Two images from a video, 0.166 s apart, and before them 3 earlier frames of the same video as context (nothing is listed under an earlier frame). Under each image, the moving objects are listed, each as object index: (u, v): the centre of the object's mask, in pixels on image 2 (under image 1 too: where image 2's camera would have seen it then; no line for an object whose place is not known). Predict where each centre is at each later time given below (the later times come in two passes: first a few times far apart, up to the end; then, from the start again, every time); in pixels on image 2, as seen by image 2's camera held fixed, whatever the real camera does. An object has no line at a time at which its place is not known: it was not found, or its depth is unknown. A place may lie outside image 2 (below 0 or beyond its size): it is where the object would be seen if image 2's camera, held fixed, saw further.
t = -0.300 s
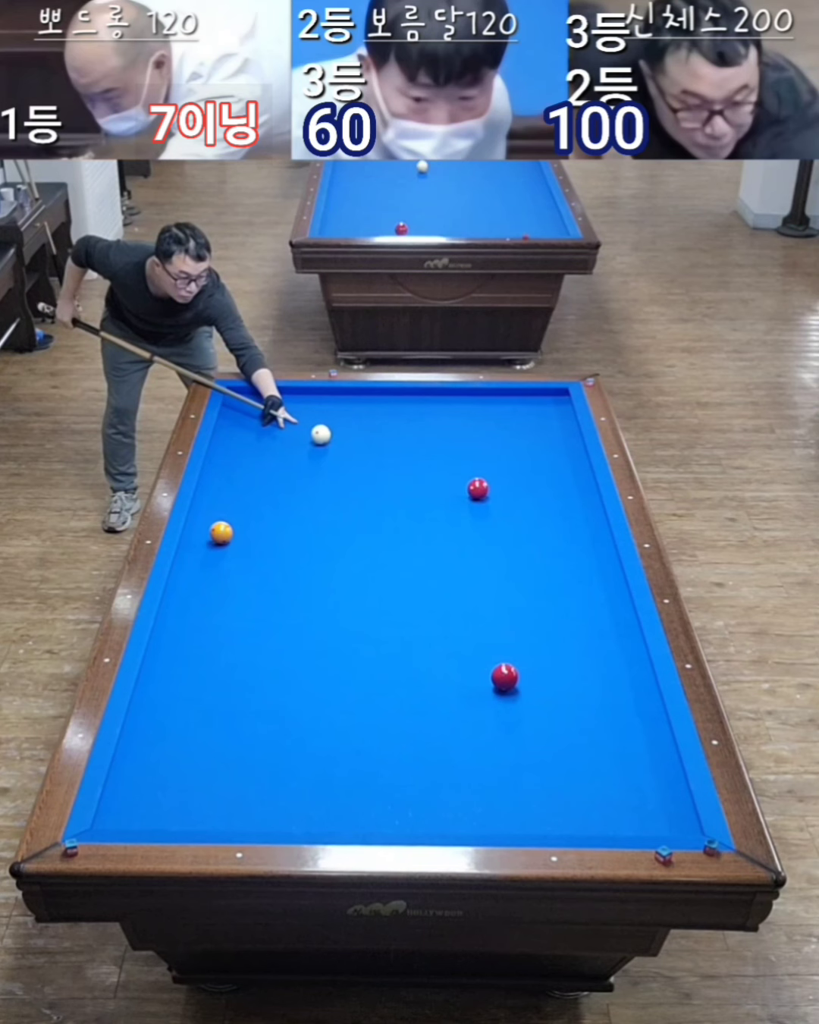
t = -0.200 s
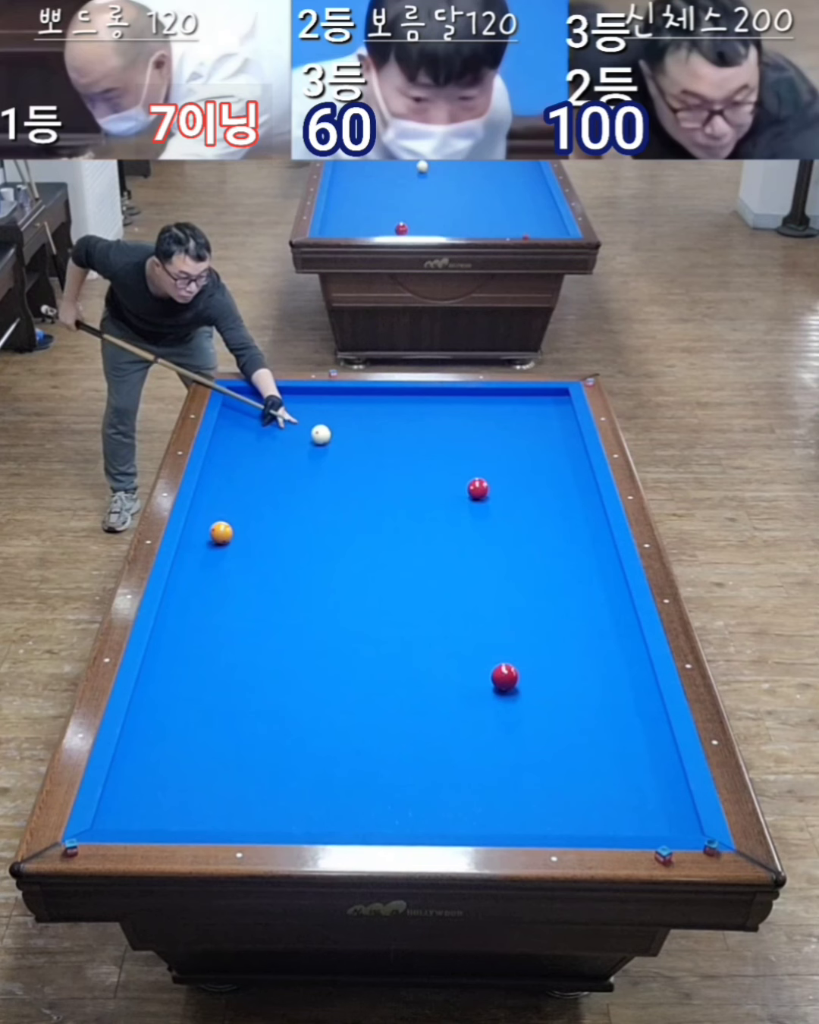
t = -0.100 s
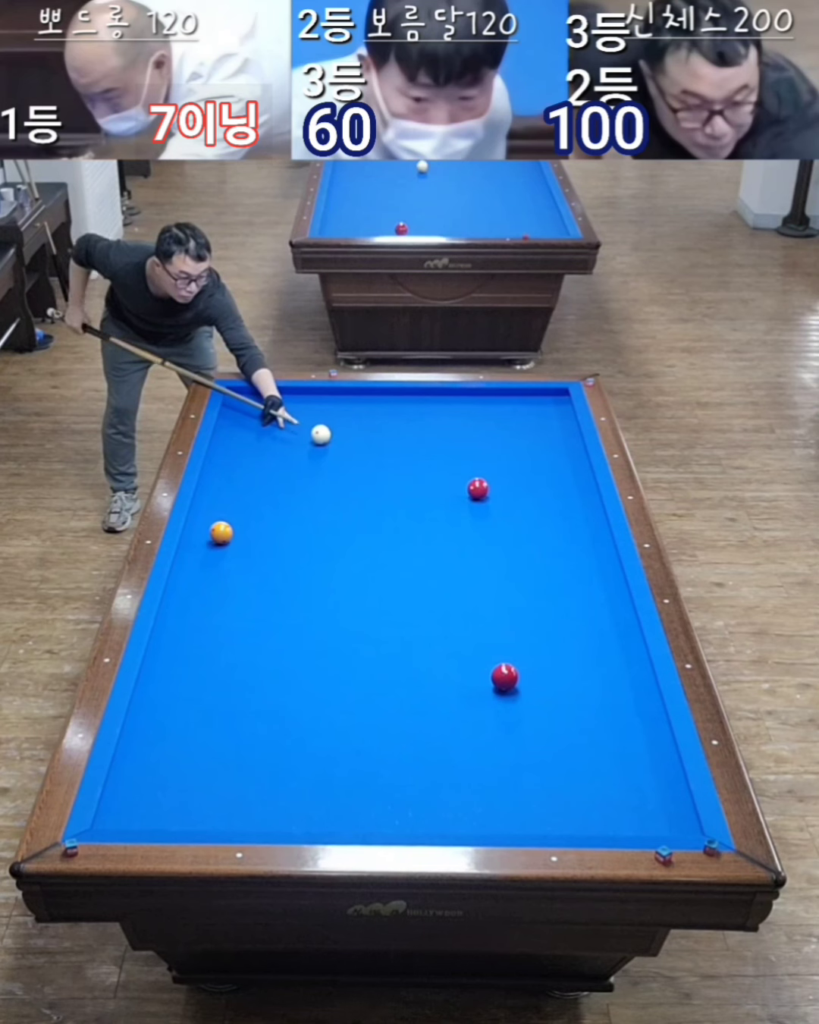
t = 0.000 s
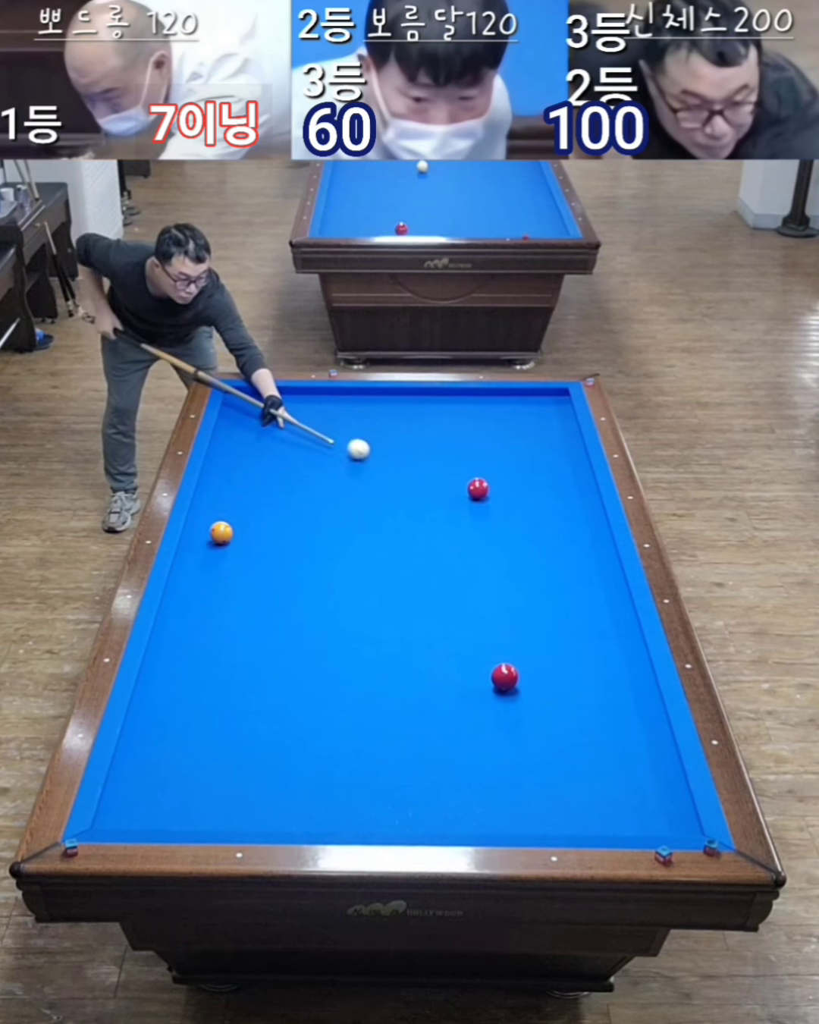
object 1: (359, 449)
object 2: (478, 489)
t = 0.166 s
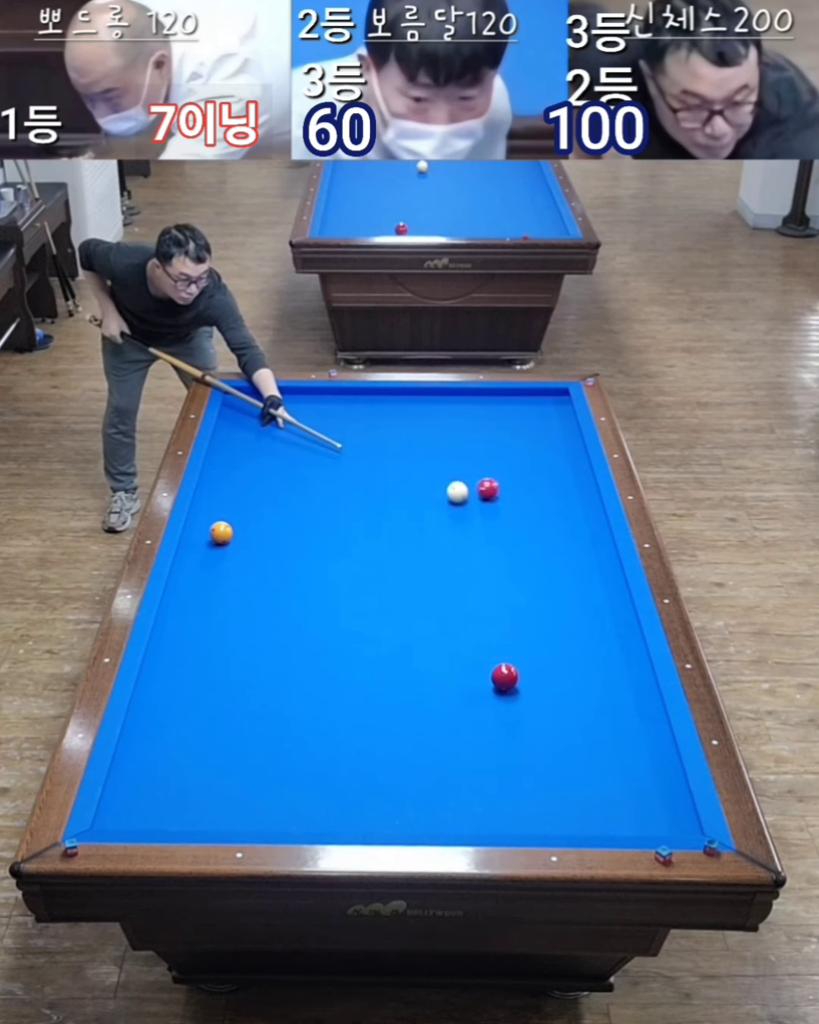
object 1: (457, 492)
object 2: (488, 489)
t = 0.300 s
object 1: (468, 524)
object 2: (561, 491)
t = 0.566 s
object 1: (502, 592)
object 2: (534, 494)
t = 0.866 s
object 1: (549, 685)
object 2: (462, 498)
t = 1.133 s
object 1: (601, 787)
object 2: (398, 501)
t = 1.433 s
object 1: (617, 772)
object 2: (327, 504)
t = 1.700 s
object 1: (614, 719)
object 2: (265, 506)
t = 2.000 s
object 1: (611, 668)
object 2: (203, 510)
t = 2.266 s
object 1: (610, 627)
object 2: (237, 512)
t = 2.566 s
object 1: (608, 587)
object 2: (273, 514)
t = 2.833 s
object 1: (606, 554)
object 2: (304, 516)
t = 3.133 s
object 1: (594, 523)
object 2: (338, 518)
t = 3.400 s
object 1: (583, 498)
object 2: (367, 520)
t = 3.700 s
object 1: (572, 473)
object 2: (399, 521)
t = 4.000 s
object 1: (561, 450)
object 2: (430, 523)
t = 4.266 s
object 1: (553, 431)
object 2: (456, 524)
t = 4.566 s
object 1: (545, 412)
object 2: (485, 525)
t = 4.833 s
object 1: (539, 396)
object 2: (510, 526)
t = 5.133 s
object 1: (536, 399)
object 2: (536, 527)
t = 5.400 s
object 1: (536, 407)
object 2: (558, 528)
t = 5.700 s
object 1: (535, 416)
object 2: (582, 529)
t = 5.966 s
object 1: (535, 424)
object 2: (599, 530)
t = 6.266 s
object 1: (534, 433)
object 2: (587, 530)
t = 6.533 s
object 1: (533, 440)
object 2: (577, 530)
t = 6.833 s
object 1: (532, 448)
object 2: (568, 531)
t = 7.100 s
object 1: (532, 455)
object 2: (560, 531)
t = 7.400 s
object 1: (531, 463)
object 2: (553, 531)
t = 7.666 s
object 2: (548, 530)
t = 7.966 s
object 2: (543, 530)
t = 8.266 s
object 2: (540, 530)
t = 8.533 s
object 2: (538, 530)
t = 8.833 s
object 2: (538, 530)
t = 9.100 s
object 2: (537, 530)
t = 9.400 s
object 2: (537, 530)
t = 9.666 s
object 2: (537, 530)
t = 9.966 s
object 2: (537, 530)
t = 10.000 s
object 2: (537, 530)
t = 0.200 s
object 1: (459, 500)
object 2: (507, 490)
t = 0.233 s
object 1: (462, 508)
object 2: (526, 490)
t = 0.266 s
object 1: (465, 516)
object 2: (544, 490)
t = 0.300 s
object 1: (468, 524)
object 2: (561, 491)
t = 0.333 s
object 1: (472, 532)
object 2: (577, 491)
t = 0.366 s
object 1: (476, 540)
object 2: (590, 491)
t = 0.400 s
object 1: (480, 548)
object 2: (579, 492)
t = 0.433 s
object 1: (484, 557)
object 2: (569, 492)
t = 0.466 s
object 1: (489, 565)
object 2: (559, 492)
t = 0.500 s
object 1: (493, 574)
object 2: (550, 493)
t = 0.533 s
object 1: (498, 583)
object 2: (542, 493)
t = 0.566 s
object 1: (502, 592)
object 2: (534, 494)
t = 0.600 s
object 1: (507, 601)
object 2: (526, 494)
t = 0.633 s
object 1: (512, 611)
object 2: (517, 495)
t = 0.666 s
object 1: (517, 621)
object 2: (510, 495)
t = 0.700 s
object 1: (522, 631)
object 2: (502, 496)
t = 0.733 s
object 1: (527, 641)
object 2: (493, 496)
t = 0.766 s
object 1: (533, 651)
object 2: (486, 496)
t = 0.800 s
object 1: (538, 662)
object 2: (477, 497)
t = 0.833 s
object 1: (544, 674)
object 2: (470, 497)
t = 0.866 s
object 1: (549, 685)
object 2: (462, 498)
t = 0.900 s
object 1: (555, 696)
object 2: (454, 498)
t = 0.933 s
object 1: (561, 708)
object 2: (445, 498)
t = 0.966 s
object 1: (568, 720)
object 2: (438, 499)
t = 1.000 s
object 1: (574, 733)
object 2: (430, 499)
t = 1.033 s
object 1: (581, 746)
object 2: (422, 499)
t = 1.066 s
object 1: (587, 759)
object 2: (414, 500)
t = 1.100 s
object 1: (594, 773)
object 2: (406, 500)
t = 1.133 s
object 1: (601, 787)
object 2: (398, 501)
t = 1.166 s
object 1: (609, 801)
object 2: (390, 501)
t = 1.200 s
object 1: (616, 816)
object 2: (382, 501)
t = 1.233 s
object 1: (623, 825)
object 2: (374, 502)
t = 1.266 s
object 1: (621, 817)
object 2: (366, 502)
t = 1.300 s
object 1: (620, 806)
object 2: (358, 503)
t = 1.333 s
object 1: (619, 797)
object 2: (351, 503)
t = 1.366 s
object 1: (618, 788)
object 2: (343, 503)
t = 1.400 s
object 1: (617, 780)
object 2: (335, 504)
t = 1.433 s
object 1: (617, 772)
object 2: (327, 504)
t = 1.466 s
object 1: (616, 765)
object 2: (319, 504)
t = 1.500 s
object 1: (616, 758)
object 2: (312, 505)
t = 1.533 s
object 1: (616, 752)
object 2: (304, 505)
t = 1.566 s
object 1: (616, 745)
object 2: (296, 505)
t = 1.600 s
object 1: (615, 739)
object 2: (288, 506)
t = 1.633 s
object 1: (615, 732)
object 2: (280, 506)
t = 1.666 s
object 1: (614, 726)
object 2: (273, 506)
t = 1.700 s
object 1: (614, 719)
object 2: (265, 506)
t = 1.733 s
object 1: (614, 713)
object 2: (257, 507)
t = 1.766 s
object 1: (613, 707)
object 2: (250, 507)
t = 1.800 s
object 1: (613, 702)
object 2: (242, 507)
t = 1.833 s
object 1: (613, 696)
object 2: (234, 508)
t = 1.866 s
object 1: (613, 690)
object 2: (227, 508)
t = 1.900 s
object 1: (612, 684)
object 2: (219, 509)
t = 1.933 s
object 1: (612, 679)
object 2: (211, 509)
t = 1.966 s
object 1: (612, 673)
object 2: (203, 509)
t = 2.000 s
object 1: (611, 668)
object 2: (203, 510)
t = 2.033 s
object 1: (612, 663)
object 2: (208, 510)
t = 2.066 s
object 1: (611, 657)
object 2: (213, 510)
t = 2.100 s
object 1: (611, 652)
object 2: (217, 510)
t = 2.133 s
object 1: (611, 647)
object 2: (221, 510)
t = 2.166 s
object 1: (610, 642)
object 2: (225, 511)
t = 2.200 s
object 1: (610, 637)
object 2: (229, 511)
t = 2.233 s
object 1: (610, 632)
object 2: (233, 511)
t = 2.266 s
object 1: (610, 627)
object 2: (237, 512)
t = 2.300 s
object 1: (609, 622)
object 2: (241, 512)
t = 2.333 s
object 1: (609, 618)
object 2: (245, 512)
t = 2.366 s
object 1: (609, 613)
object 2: (249, 512)
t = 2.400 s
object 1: (609, 609)
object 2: (253, 513)
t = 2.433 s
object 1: (609, 604)
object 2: (257, 513)
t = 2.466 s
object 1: (608, 600)
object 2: (261, 513)
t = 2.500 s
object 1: (608, 595)
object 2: (265, 513)
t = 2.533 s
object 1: (608, 591)
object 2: (269, 514)
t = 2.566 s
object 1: (608, 587)
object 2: (273, 514)
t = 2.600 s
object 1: (608, 583)
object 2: (277, 514)
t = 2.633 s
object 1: (608, 578)
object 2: (281, 514)
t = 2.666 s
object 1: (608, 575)
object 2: (285, 514)
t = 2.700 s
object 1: (607, 570)
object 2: (289, 515)
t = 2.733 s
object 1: (607, 566)
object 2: (292, 515)
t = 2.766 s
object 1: (607, 562)
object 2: (296, 515)
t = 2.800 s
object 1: (606, 558)
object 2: (300, 515)
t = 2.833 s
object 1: (606, 554)
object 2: (304, 516)
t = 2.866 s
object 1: (606, 551)
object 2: (308, 516)
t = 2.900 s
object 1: (604, 547)
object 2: (312, 516)
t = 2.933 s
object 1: (602, 544)
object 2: (315, 516)
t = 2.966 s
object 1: (601, 540)
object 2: (319, 517)
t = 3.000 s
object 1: (599, 537)
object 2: (323, 517)
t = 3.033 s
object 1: (598, 534)
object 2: (327, 517)
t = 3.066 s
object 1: (597, 530)
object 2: (331, 517)
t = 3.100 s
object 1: (595, 527)
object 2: (334, 517)
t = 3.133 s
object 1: (594, 523)
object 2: (338, 518)
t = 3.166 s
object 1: (592, 520)
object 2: (342, 518)
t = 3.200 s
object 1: (591, 517)
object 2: (345, 518)
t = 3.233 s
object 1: (589, 514)
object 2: (349, 518)
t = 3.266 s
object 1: (588, 511)
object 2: (353, 519)
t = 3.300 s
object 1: (587, 508)
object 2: (356, 519)
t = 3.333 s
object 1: (585, 504)
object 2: (360, 519)
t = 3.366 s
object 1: (584, 502)
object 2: (363, 519)
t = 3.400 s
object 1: (583, 498)
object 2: (367, 520)
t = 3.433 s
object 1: (582, 496)
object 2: (371, 520)
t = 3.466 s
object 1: (580, 493)
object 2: (374, 520)
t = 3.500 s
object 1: (579, 490)
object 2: (378, 520)
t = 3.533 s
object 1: (577, 487)
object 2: (381, 520)
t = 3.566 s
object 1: (576, 484)
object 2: (385, 521)
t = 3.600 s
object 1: (575, 481)
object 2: (389, 521)
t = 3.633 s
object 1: (574, 478)
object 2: (392, 521)
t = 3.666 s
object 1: (573, 476)
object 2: (396, 521)
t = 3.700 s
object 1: (572, 473)
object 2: (399, 521)
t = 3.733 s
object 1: (571, 470)
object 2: (403, 521)
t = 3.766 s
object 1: (569, 468)
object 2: (406, 522)
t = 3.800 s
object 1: (568, 465)
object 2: (409, 522)
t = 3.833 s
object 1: (567, 463)
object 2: (413, 522)
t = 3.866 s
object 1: (566, 460)
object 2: (416, 522)
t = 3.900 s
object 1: (565, 457)
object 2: (420, 522)
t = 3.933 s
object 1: (564, 455)
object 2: (423, 523)
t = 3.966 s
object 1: (563, 453)
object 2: (426, 523)
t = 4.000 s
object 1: (561, 450)
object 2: (430, 523)
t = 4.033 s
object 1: (560, 448)
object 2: (433, 523)
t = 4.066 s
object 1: (559, 445)
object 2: (437, 523)
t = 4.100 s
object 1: (558, 443)
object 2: (440, 523)
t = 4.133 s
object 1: (557, 441)
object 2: (443, 523)
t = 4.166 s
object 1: (556, 438)
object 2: (447, 524)
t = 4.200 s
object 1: (555, 436)
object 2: (450, 524)
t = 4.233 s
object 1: (554, 433)
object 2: (453, 524)
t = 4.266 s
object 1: (553, 431)
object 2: (456, 524)
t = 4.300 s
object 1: (552, 429)
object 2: (460, 524)
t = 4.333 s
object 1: (551, 427)
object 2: (463, 524)
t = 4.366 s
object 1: (551, 425)
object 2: (466, 524)
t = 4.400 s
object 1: (549, 422)
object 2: (469, 524)
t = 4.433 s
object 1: (549, 420)
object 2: (472, 525)
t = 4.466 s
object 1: (548, 418)
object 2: (476, 525)
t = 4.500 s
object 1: (547, 416)
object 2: (479, 525)
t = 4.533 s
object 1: (546, 414)
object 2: (482, 525)
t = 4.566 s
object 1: (545, 412)
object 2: (485, 525)
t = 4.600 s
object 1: (544, 410)
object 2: (488, 525)
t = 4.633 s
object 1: (544, 408)
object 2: (491, 525)
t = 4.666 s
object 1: (543, 406)
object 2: (494, 526)
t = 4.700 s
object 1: (542, 404)
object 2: (497, 526)
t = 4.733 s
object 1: (541, 402)
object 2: (500, 526)
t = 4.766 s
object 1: (540, 400)
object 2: (503, 526)
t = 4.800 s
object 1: (539, 398)
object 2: (507, 526)
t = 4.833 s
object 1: (539, 396)
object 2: (510, 526)
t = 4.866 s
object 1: (538, 394)
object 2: (512, 526)
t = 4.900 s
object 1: (537, 392)
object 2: (515, 527)
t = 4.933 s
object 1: (536, 392)
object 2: (518, 527)
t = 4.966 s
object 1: (536, 394)
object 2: (521, 527)
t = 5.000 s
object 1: (536, 395)
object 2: (524, 527)
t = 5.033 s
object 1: (536, 396)
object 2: (527, 527)
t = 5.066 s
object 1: (536, 397)
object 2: (530, 527)
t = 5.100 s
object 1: (536, 398)
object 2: (533, 527)
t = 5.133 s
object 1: (536, 399)
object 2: (536, 527)
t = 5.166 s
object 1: (536, 400)
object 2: (539, 527)
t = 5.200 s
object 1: (536, 401)
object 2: (542, 527)
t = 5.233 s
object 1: (536, 402)
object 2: (544, 528)
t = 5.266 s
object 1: (536, 403)
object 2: (547, 528)
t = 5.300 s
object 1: (536, 404)
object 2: (550, 528)
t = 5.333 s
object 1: (536, 405)
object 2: (553, 528)
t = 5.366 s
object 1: (536, 406)
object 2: (555, 528)
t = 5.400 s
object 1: (536, 407)
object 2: (558, 528)
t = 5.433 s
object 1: (535, 408)
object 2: (561, 528)
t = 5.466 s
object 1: (535, 409)
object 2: (564, 529)
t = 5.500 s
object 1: (535, 410)
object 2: (566, 529)
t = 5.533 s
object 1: (535, 411)
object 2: (569, 529)
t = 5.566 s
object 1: (535, 412)
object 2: (572, 529)
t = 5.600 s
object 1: (535, 413)
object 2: (574, 529)
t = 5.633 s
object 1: (535, 414)
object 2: (577, 529)
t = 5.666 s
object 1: (535, 415)
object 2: (580, 529)
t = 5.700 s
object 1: (535, 416)
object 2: (582, 529)
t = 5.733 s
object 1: (535, 417)
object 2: (585, 529)
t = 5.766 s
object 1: (535, 418)
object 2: (588, 529)
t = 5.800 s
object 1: (535, 419)
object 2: (590, 530)
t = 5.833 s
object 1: (535, 420)
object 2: (593, 530)
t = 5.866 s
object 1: (535, 421)
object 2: (595, 530)
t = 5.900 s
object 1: (535, 422)
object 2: (598, 530)
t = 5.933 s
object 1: (535, 423)
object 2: (600, 530)
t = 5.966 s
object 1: (535, 424)
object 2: (599, 530)
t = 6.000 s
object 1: (535, 425)
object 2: (597, 530)
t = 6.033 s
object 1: (534, 426)
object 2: (596, 530)
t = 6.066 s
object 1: (534, 427)
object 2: (594, 530)
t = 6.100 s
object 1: (534, 428)
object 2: (593, 530)
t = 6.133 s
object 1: (534, 429)
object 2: (592, 530)
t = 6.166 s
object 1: (534, 430)
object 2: (591, 530)
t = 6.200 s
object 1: (534, 431)
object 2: (589, 530)
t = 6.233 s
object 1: (534, 431)
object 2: (588, 530)
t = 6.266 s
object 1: (534, 433)
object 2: (587, 530)
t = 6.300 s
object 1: (534, 433)
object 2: (586, 530)
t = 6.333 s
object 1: (534, 434)
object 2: (584, 530)
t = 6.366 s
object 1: (534, 435)
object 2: (583, 530)
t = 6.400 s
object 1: (534, 436)
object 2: (582, 530)
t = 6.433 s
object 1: (533, 437)
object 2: (581, 531)
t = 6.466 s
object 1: (533, 438)
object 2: (579, 530)
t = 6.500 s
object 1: (533, 439)
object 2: (578, 530)
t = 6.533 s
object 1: (533, 440)
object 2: (577, 530)
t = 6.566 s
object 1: (533, 441)
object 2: (576, 530)
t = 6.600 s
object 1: (533, 442)
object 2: (575, 531)
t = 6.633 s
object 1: (533, 443)
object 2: (574, 531)
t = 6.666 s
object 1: (533, 444)
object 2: (573, 531)
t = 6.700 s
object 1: (533, 444)
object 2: (572, 531)
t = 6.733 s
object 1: (533, 445)
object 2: (571, 531)
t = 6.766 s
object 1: (532, 446)
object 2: (570, 531)
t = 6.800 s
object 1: (533, 447)
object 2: (569, 531)
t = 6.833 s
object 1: (532, 448)
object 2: (568, 531)
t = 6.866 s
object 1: (532, 449)
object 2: (567, 531)
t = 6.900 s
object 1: (532, 450)
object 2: (566, 531)
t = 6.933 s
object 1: (532, 451)
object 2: (565, 531)
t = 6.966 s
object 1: (532, 452)
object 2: (564, 531)
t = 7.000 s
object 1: (532, 453)
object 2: (563, 531)
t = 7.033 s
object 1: (532, 453)
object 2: (562, 531)
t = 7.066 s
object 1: (532, 454)
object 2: (561, 531)
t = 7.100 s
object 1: (532, 455)
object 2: (560, 531)
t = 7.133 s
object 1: (532, 456)
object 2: (560, 531)
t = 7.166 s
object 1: (531, 457)
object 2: (559, 531)
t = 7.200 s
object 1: (532, 458)
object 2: (558, 531)
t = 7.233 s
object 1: (531, 459)
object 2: (557, 531)
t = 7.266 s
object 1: (531, 459)
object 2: (556, 531)
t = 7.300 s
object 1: (531, 460)
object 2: (555, 531)
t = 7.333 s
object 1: (531, 461)
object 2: (555, 531)
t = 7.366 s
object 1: (531, 462)
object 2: (554, 531)
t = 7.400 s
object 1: (531, 463)
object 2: (553, 531)
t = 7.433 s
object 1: (531, 464)
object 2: (553, 531)
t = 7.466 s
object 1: (531, 464)
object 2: (552, 530)
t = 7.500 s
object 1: (531, 465)
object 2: (551, 530)
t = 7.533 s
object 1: (531, 466)
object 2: (550, 530)
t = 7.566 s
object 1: (531, 467)
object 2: (550, 530)
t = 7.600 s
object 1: (530, 468)
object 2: (549, 530)
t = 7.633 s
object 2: (549, 530)
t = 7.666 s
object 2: (548, 530)
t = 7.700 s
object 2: (548, 530)
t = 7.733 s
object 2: (547, 530)
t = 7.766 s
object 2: (547, 530)
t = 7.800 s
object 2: (546, 530)
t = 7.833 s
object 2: (545, 530)
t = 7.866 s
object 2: (545, 530)
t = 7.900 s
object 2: (544, 530)
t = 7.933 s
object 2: (544, 530)
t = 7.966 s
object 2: (543, 530)
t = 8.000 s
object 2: (543, 530)
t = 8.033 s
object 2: (542, 530)
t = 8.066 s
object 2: (542, 530)
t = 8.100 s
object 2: (542, 530)
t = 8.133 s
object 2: (541, 530)
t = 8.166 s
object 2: (541, 530)
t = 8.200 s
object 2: (541, 530)
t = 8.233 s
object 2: (540, 530)
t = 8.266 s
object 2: (540, 530)
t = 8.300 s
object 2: (540, 530)
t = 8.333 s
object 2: (539, 530)
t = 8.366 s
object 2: (539, 530)
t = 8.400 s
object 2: (539, 530)
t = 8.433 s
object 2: (539, 530)
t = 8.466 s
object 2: (539, 530)
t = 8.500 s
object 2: (538, 530)
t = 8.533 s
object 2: (538, 530)
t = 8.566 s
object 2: (538, 530)
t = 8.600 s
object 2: (538, 530)
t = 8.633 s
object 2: (538, 530)
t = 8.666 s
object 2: (538, 530)
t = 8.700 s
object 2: (538, 530)
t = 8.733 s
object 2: (538, 530)
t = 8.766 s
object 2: (538, 530)
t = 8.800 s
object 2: (538, 530)
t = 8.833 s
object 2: (538, 530)
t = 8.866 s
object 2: (538, 530)
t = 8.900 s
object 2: (538, 530)
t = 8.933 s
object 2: (538, 530)
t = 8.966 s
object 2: (538, 530)
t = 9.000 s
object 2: (537, 530)
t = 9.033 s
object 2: (537, 530)
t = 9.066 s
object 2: (537, 530)
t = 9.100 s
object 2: (537, 530)
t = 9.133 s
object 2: (537, 530)
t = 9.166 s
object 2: (537, 530)
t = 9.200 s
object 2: (537, 530)
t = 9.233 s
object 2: (537, 530)
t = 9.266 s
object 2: (537, 530)
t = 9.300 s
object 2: (537, 530)
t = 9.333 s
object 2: (537, 530)
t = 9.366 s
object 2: (537, 530)
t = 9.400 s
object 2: (537, 530)
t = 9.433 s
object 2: (537, 530)
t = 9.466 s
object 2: (537, 530)
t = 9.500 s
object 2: (537, 530)
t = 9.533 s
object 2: (537, 530)
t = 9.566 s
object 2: (537, 530)
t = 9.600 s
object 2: (537, 530)
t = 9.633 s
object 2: (537, 530)
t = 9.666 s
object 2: (537, 530)
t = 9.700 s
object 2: (537, 530)
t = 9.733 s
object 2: (537, 530)
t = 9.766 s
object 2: (537, 530)
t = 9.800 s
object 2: (537, 530)
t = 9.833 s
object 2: (537, 530)
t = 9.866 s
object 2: (537, 530)
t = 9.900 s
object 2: (537, 530)
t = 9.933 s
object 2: (537, 530)
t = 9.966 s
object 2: (537, 530)
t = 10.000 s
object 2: (537, 530)
